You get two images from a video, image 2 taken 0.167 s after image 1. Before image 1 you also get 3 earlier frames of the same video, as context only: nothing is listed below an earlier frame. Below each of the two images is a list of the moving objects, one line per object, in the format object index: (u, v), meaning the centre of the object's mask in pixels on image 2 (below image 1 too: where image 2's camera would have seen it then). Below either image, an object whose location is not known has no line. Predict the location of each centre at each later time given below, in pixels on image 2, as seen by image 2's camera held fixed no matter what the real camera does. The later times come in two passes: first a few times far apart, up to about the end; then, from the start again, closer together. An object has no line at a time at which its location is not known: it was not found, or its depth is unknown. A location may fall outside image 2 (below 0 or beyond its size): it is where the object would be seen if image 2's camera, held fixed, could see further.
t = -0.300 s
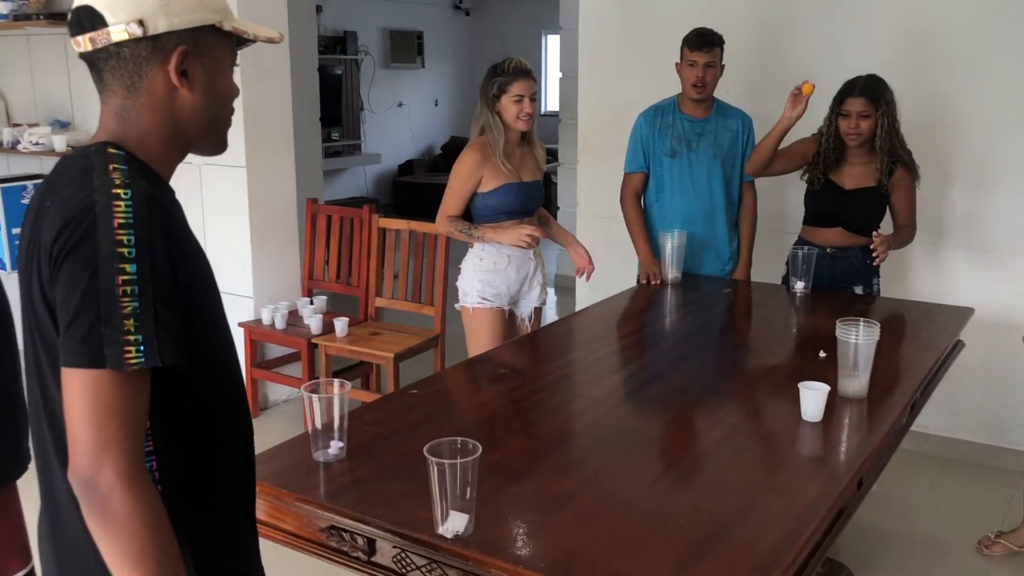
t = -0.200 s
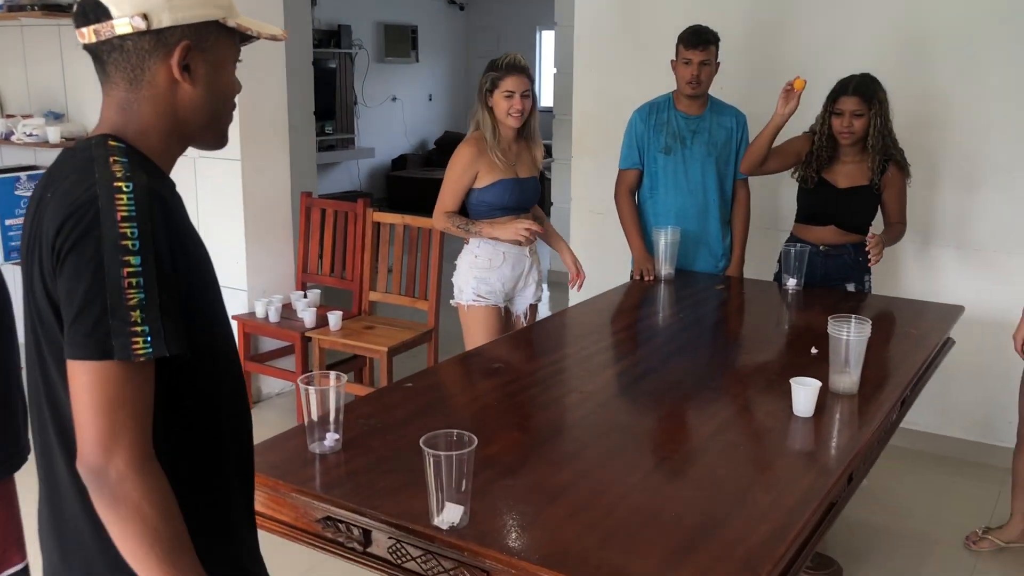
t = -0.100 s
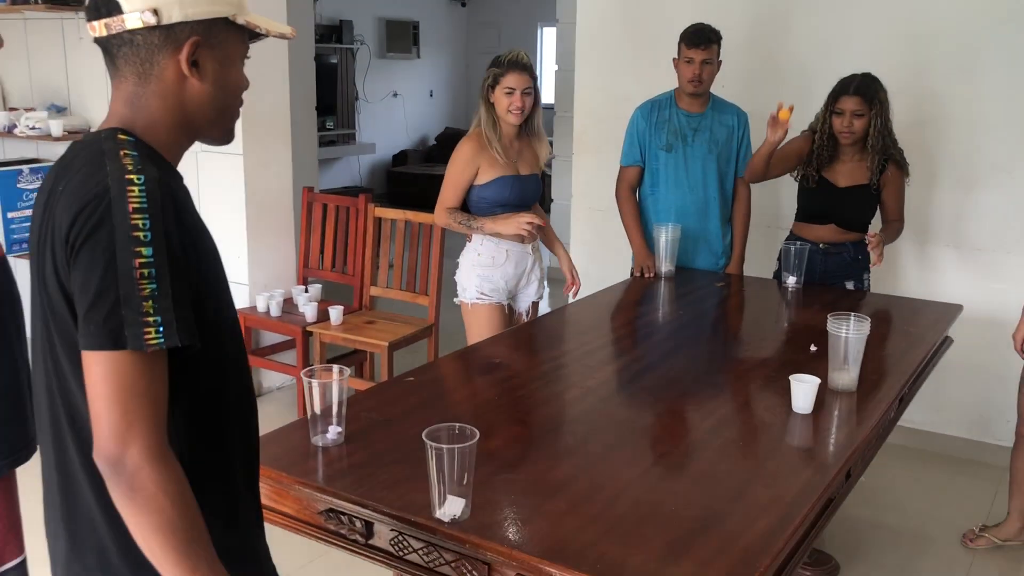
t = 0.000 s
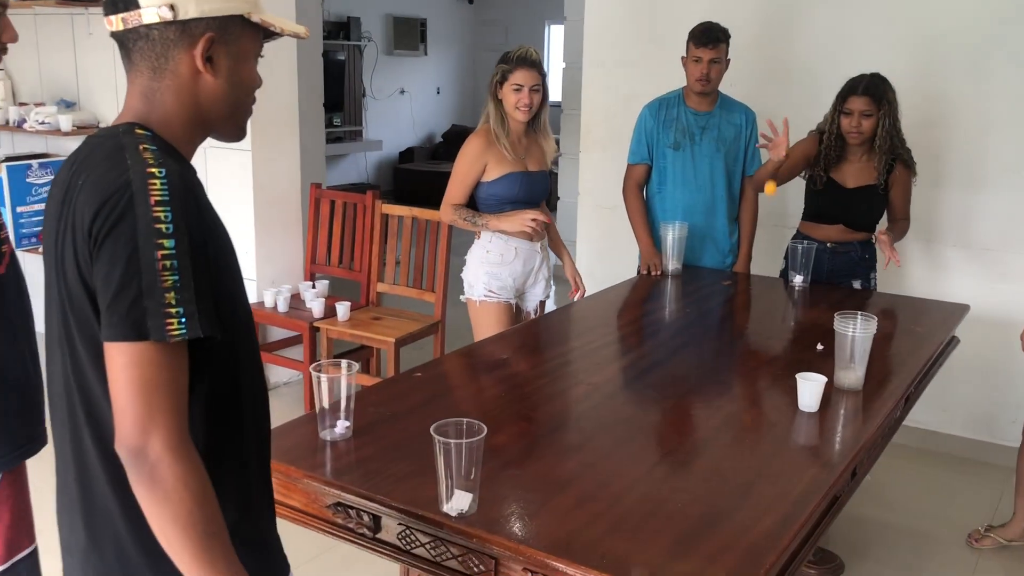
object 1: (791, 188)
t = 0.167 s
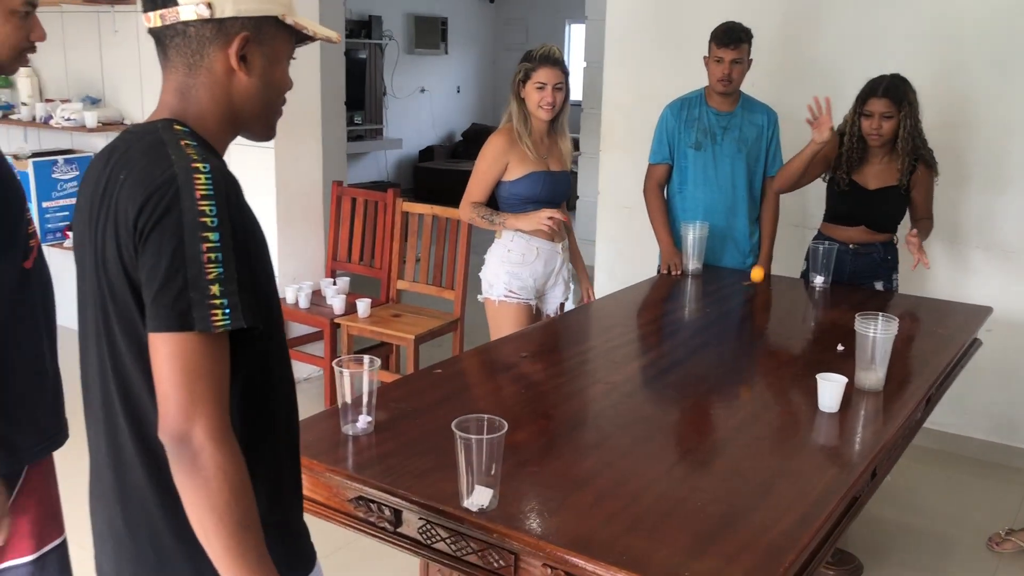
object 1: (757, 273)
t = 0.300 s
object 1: (744, 186)
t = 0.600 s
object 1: (683, 218)
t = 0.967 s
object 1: (595, 265)
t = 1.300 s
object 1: (495, 422)
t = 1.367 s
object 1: (471, 533)
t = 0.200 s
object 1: (755, 247)
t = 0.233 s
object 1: (752, 224)
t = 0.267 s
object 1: (748, 203)
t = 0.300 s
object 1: (744, 186)
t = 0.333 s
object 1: (740, 172)
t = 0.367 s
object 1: (734, 163)
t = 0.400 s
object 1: (729, 157)
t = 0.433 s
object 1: (723, 155)
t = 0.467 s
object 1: (716, 158)
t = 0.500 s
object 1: (709, 166)
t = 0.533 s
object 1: (701, 178)
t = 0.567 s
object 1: (692, 195)
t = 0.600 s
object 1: (683, 218)
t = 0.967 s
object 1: (595, 265)
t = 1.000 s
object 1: (588, 254)
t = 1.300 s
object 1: (495, 422)
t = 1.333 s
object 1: (484, 474)
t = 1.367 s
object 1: (471, 533)
